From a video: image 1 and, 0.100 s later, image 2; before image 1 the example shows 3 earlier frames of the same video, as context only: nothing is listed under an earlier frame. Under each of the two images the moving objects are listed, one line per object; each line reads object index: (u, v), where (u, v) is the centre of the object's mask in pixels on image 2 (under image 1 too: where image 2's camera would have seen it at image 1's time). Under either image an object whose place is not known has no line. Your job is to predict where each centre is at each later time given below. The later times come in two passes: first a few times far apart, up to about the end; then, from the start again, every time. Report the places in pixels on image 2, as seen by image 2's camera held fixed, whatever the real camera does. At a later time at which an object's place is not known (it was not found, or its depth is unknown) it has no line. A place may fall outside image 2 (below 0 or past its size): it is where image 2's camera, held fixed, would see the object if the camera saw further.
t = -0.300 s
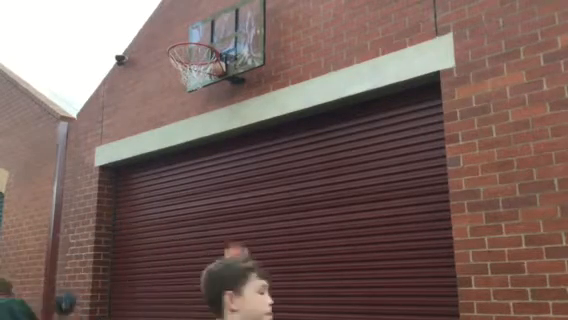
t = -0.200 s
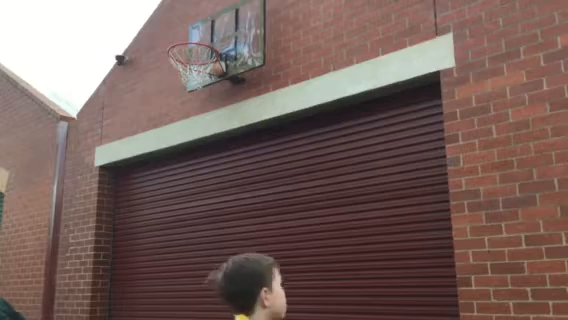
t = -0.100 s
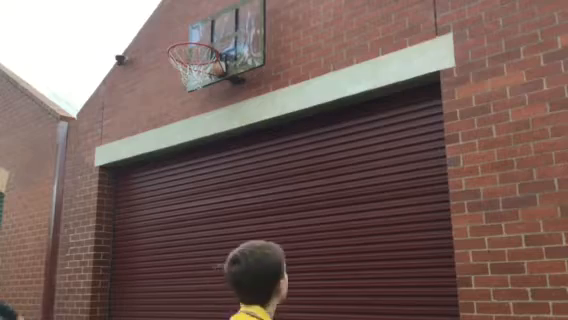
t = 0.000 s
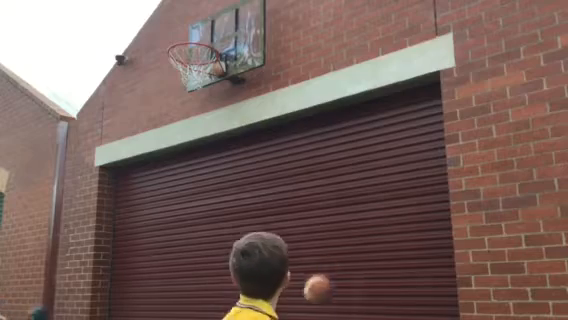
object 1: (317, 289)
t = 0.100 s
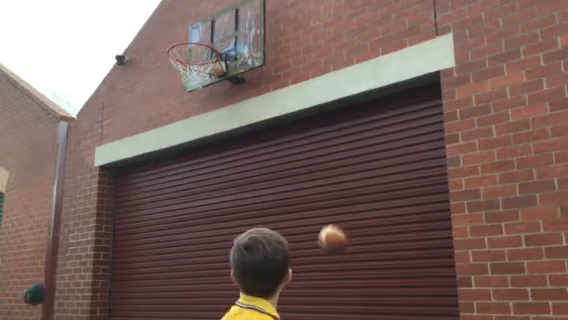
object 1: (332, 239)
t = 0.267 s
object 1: (358, 180)
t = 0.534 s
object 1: (407, 156)
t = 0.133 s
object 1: (337, 225)
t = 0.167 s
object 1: (342, 212)
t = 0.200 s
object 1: (347, 199)
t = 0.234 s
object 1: (352, 190)
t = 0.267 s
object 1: (358, 180)
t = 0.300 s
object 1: (363, 173)
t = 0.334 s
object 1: (369, 166)
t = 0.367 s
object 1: (374, 160)
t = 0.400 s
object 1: (381, 158)
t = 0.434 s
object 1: (387, 156)
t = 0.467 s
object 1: (394, 155)
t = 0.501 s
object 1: (401, 154)
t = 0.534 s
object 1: (407, 156)
